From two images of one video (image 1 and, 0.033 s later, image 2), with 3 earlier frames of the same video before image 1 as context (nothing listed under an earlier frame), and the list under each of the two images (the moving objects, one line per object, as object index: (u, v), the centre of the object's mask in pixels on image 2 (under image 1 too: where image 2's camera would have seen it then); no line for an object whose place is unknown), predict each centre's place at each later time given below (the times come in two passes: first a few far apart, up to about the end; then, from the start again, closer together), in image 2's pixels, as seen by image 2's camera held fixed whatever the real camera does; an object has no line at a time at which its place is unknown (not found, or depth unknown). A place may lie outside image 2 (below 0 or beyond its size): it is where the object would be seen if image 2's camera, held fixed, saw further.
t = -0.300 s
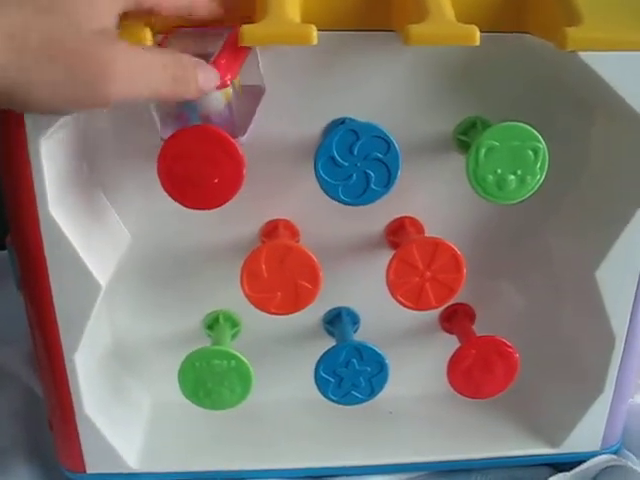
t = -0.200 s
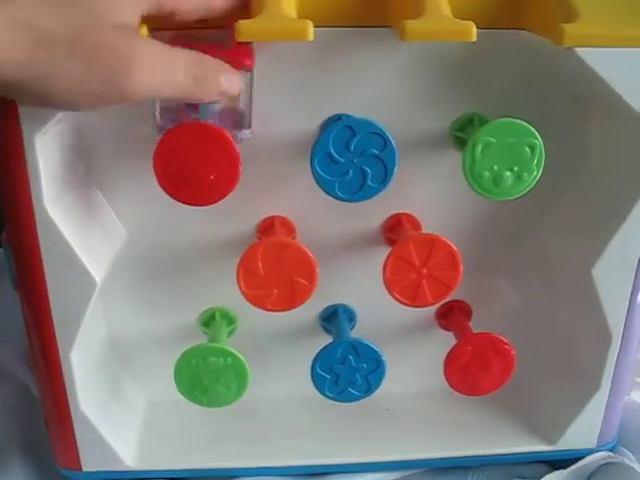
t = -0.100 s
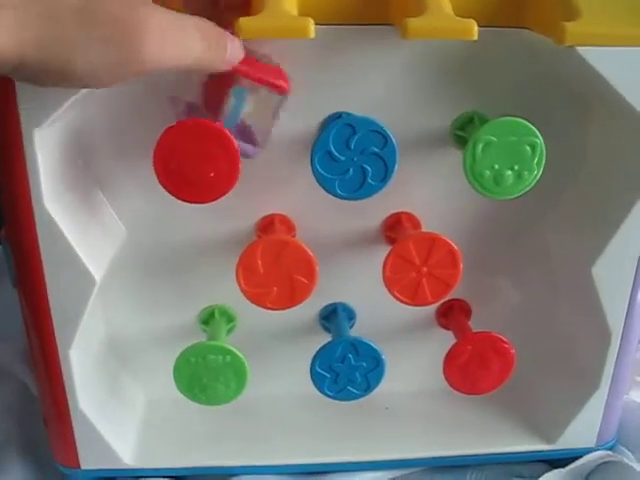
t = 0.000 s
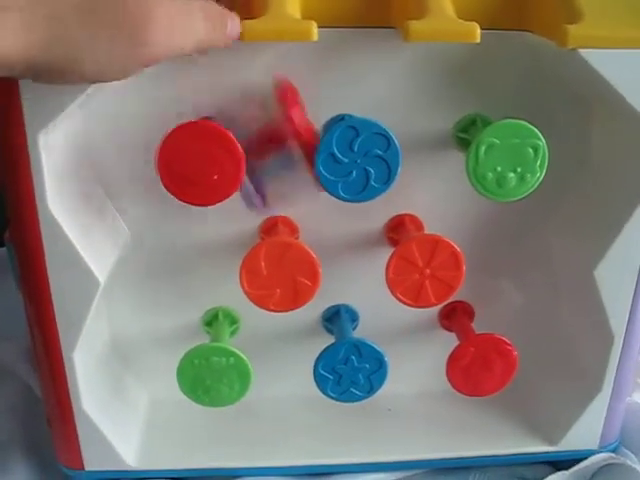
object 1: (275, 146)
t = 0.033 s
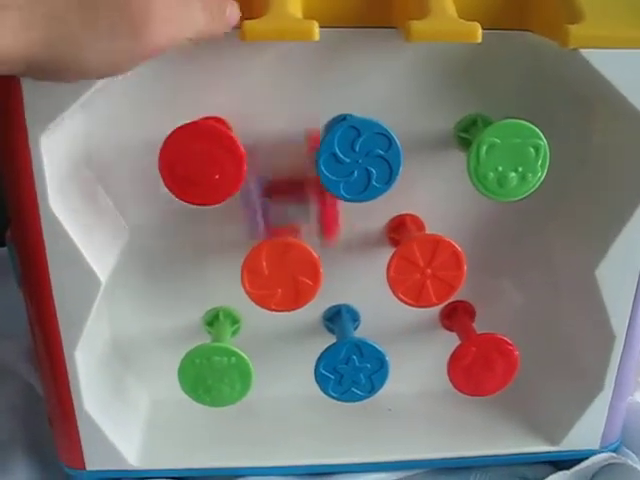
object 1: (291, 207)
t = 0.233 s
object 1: (337, 306)
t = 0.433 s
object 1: (261, 405)
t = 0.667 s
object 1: (258, 403)
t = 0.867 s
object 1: (258, 403)
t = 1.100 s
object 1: (258, 403)
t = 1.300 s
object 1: (258, 403)
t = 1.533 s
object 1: (258, 404)
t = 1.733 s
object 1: (258, 403)
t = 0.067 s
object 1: (301, 205)
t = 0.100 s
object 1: (325, 217)
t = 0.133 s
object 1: (346, 242)
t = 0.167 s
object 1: (352, 285)
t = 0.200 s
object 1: (348, 297)
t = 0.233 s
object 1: (337, 306)
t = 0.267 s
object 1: (321, 316)
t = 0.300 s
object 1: (296, 333)
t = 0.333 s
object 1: (283, 361)
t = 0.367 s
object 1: (270, 393)
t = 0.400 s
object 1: (262, 401)
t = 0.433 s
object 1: (261, 405)
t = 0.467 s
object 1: (259, 404)
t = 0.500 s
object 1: (259, 403)
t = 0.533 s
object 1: (259, 403)
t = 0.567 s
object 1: (259, 403)
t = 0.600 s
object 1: (259, 403)
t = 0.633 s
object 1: (258, 403)
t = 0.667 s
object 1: (258, 403)
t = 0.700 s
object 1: (258, 403)
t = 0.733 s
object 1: (258, 403)
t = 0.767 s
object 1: (258, 403)
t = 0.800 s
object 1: (258, 403)
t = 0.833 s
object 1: (258, 403)
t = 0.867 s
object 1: (258, 403)
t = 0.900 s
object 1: (258, 403)
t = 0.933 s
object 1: (258, 403)
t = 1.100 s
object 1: (258, 403)
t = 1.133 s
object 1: (258, 403)
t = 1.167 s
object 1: (258, 403)
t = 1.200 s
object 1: (258, 403)
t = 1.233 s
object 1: (258, 403)
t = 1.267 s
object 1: (258, 403)
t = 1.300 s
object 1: (258, 403)
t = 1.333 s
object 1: (258, 403)
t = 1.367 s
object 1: (258, 403)
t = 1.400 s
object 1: (258, 403)
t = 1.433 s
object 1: (258, 403)
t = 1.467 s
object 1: (258, 404)
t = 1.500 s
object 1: (258, 404)
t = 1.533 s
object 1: (258, 404)
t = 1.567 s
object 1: (258, 403)
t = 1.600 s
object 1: (258, 403)
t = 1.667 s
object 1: (258, 403)
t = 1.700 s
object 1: (258, 403)
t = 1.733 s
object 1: (258, 403)
